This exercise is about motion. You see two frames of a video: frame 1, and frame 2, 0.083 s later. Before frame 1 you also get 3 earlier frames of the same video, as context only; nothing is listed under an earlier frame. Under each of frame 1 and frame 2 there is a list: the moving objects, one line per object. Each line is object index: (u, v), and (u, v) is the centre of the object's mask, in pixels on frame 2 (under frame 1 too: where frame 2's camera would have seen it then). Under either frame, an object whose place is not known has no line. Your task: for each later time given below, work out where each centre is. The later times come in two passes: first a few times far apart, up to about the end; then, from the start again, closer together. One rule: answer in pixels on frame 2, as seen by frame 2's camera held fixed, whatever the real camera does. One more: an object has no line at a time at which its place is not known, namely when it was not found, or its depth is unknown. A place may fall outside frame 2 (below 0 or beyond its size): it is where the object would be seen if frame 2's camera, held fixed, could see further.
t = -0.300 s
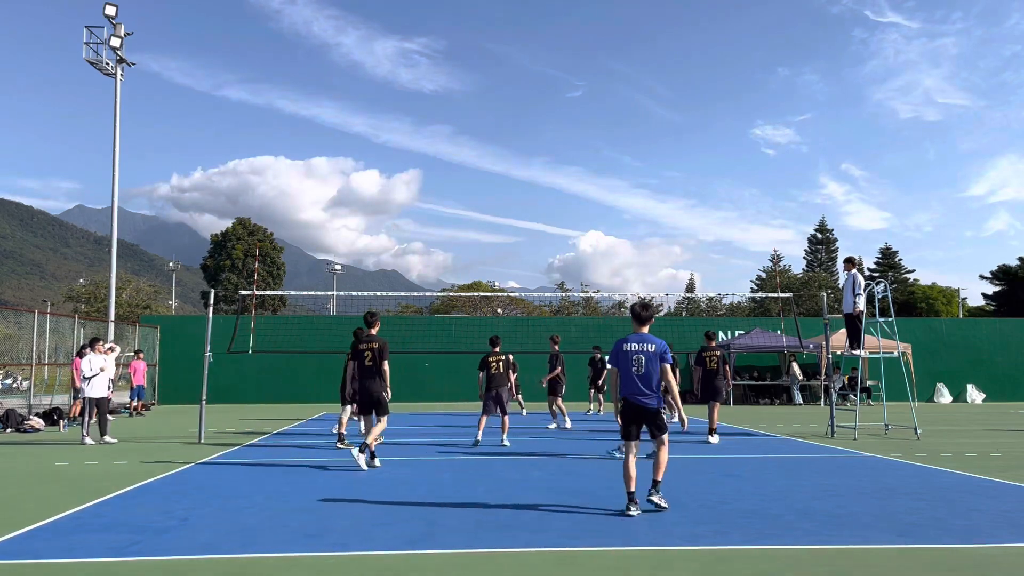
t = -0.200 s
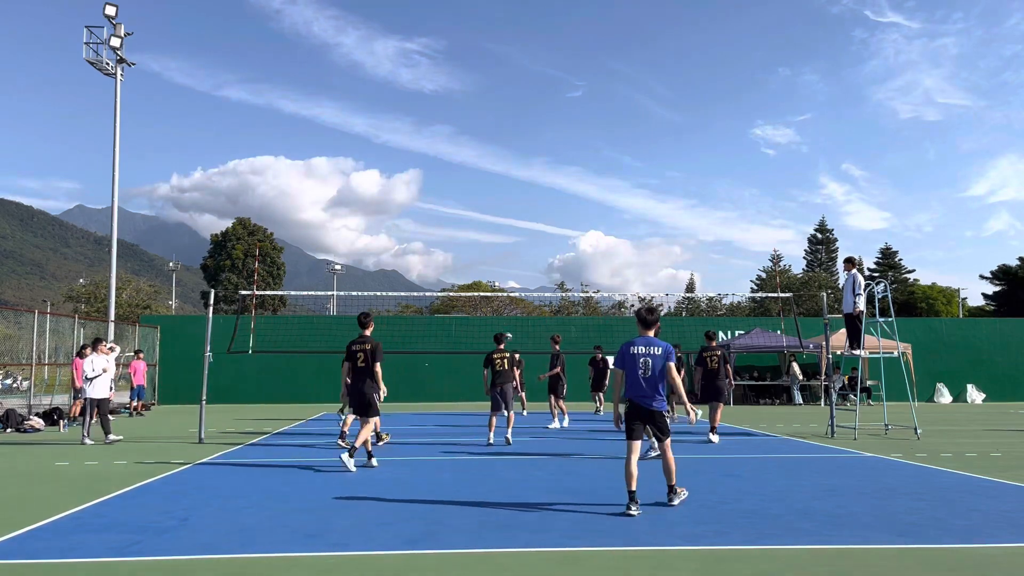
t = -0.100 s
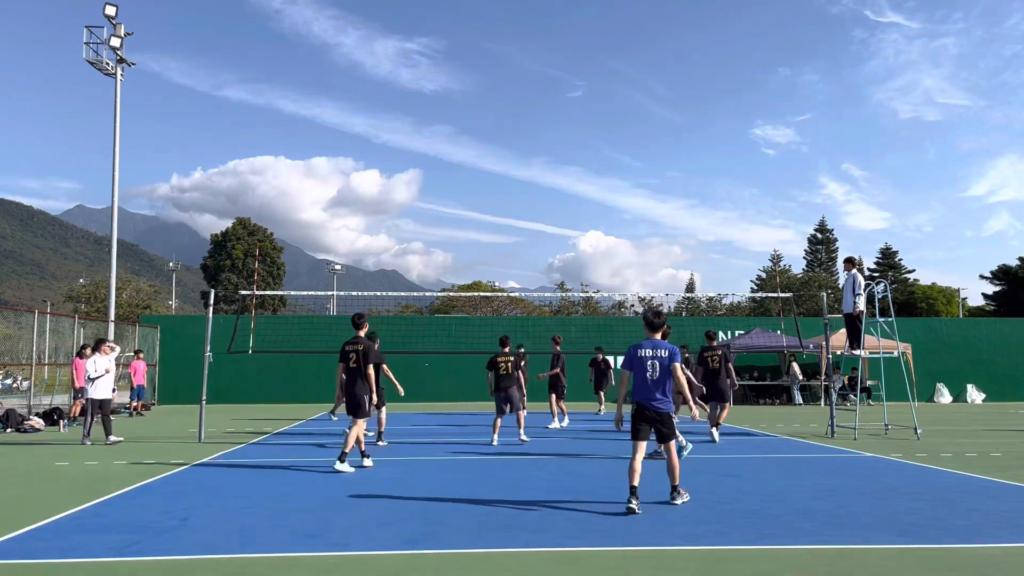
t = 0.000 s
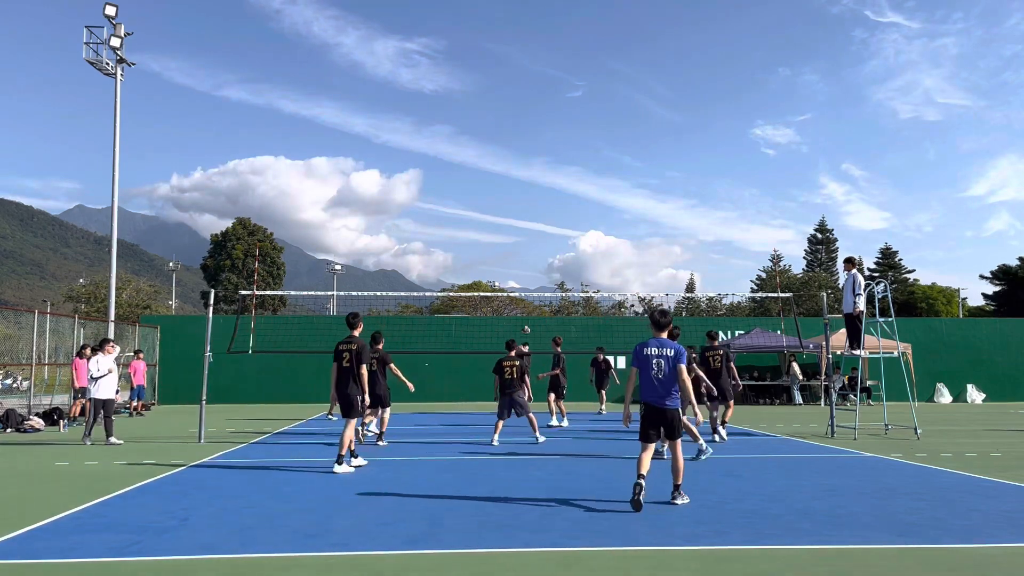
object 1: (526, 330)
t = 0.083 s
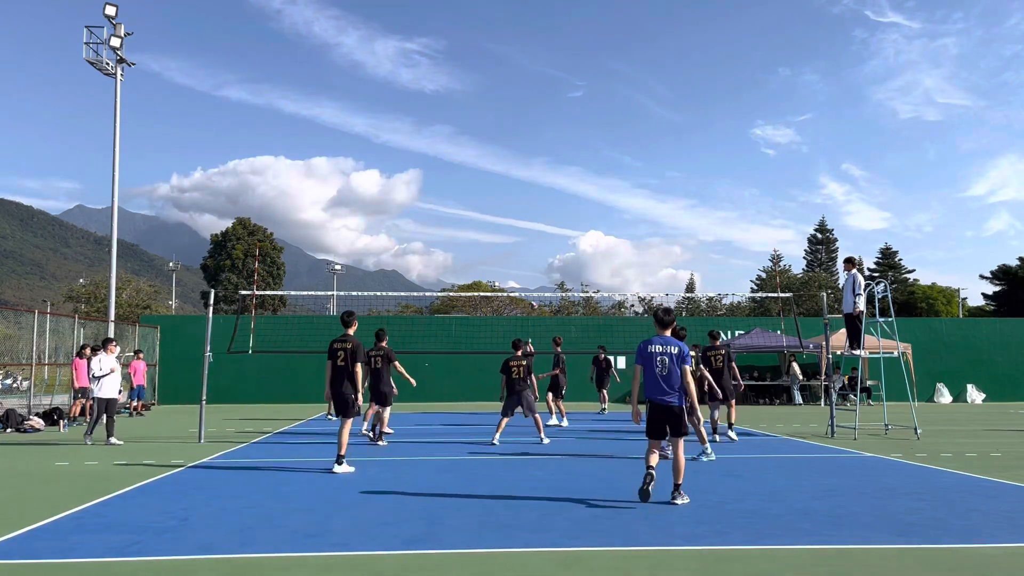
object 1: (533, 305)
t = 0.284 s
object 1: (550, 258)
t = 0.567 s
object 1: (574, 218)
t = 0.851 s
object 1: (599, 210)
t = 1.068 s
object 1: (619, 226)
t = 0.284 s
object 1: (550, 258)
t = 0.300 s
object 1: (551, 254)
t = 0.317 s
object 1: (553, 252)
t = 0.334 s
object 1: (554, 248)
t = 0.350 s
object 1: (555, 245)
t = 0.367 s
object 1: (557, 243)
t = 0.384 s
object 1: (558, 240)
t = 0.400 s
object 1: (560, 238)
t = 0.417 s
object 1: (561, 235)
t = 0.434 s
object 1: (562, 233)
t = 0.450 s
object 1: (564, 230)
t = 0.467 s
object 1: (565, 228)
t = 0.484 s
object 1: (567, 226)
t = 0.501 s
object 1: (568, 224)
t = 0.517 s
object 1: (570, 222)
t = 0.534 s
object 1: (571, 221)
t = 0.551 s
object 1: (573, 219)
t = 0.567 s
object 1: (574, 218)
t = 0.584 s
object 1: (576, 216)
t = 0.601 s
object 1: (577, 215)
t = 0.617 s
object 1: (579, 214)
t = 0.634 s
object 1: (580, 213)
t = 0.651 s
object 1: (582, 212)
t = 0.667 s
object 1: (583, 211)
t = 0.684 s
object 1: (585, 211)
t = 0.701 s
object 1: (586, 210)
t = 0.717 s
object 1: (588, 209)
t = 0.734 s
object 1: (589, 209)
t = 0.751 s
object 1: (590, 209)
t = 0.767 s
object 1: (592, 209)
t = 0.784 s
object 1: (593, 209)
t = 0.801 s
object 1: (595, 209)
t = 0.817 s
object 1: (596, 209)
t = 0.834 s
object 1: (598, 209)
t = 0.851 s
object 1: (599, 210)
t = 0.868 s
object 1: (601, 210)
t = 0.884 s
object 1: (602, 211)
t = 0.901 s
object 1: (604, 212)
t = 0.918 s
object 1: (605, 213)
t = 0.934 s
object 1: (607, 213)
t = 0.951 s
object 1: (609, 215)
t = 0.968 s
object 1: (610, 216)
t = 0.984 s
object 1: (612, 217)
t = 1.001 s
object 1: (613, 219)
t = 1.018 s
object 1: (614, 221)
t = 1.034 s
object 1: (616, 222)
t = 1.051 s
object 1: (617, 224)
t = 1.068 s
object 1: (619, 226)
